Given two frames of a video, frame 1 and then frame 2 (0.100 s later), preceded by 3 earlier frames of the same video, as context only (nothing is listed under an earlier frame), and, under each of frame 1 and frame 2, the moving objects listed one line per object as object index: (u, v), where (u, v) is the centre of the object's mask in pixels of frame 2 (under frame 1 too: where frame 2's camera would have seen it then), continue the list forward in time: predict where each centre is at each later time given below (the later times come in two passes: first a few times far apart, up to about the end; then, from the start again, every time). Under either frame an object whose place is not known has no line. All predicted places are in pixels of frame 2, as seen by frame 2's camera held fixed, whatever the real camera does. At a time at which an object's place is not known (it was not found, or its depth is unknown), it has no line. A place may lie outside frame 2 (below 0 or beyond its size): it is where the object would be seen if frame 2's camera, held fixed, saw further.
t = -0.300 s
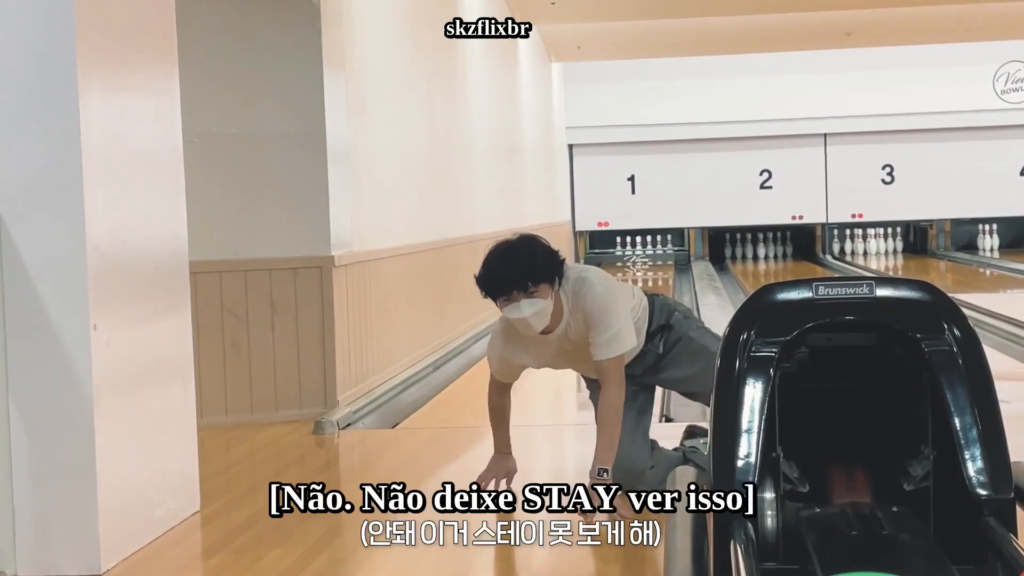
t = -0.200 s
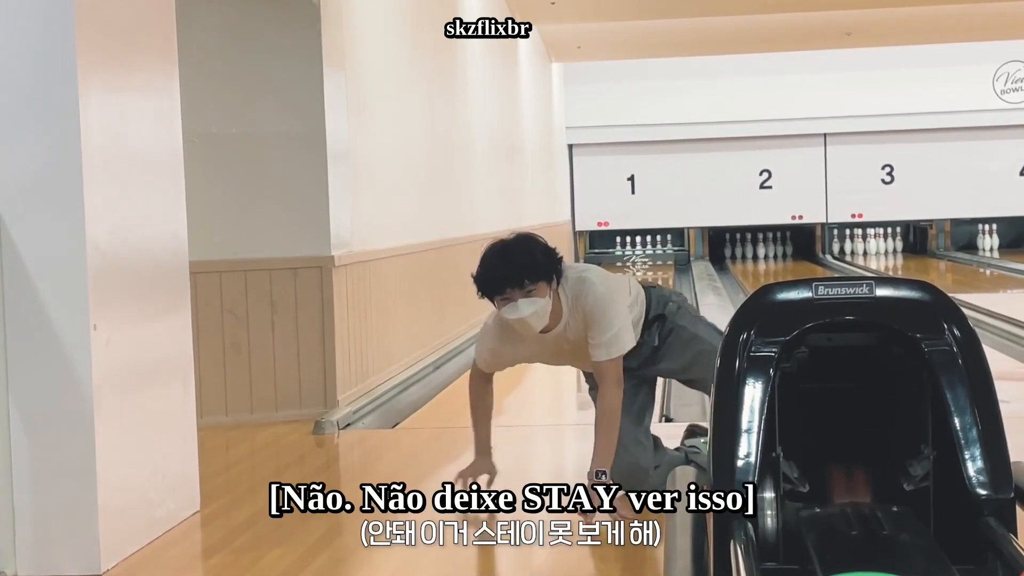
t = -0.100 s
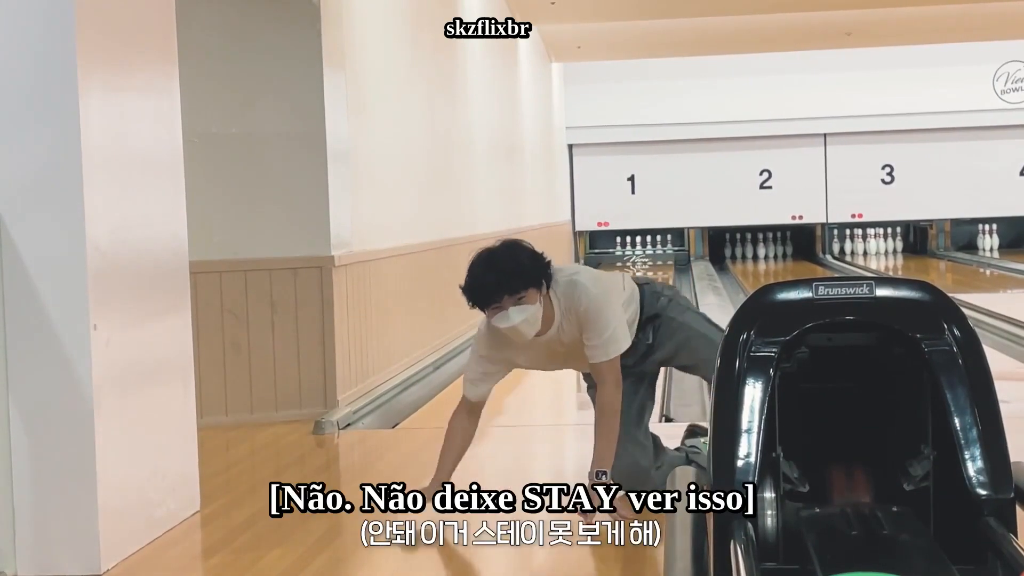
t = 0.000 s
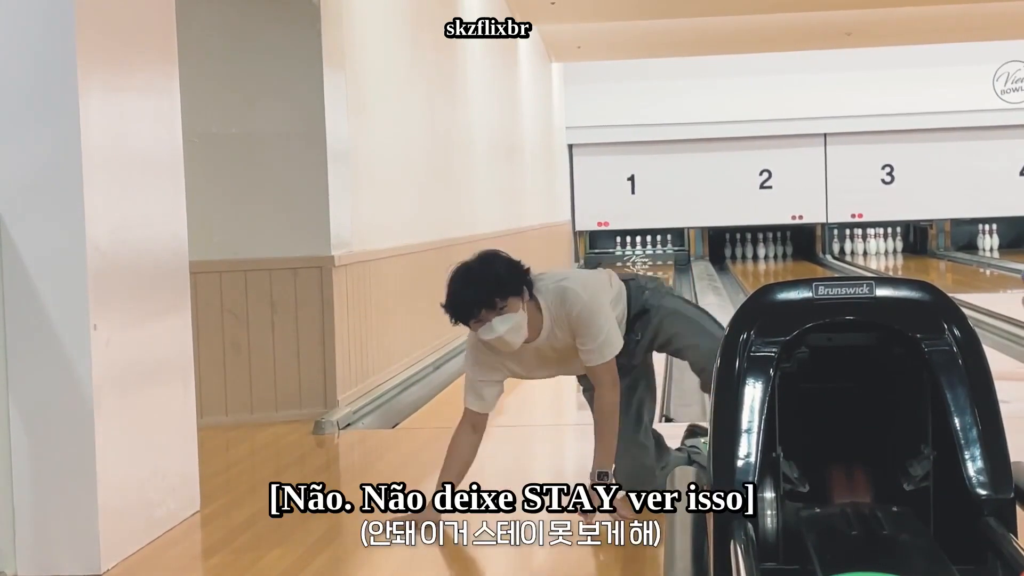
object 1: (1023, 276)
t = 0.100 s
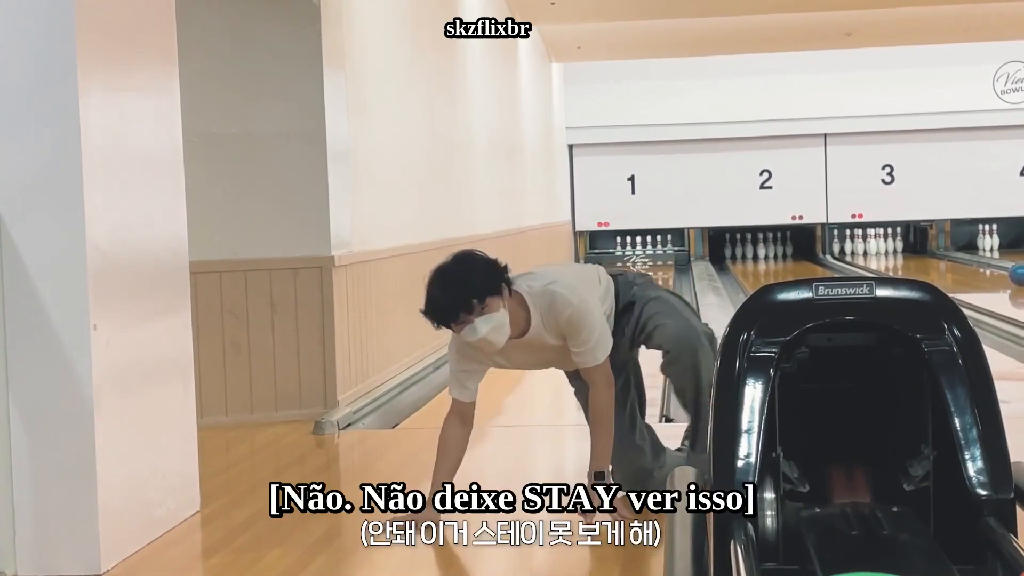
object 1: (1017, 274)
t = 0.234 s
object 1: (1004, 270)
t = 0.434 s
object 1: (981, 263)
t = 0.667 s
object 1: (957, 257)
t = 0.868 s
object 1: (938, 253)
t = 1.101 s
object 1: (917, 251)
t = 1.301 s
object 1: (900, 249)
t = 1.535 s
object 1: (880, 249)
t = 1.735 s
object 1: (864, 249)
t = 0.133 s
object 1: (1015, 272)
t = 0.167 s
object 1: (1012, 272)
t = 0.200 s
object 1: (1008, 269)
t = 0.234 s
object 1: (1004, 270)
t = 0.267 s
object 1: (1000, 269)
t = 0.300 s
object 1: (996, 266)
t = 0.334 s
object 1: (992, 266)
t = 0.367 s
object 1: (988, 264)
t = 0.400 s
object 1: (985, 264)
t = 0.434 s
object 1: (981, 263)
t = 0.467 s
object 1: (978, 262)
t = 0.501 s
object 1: (974, 263)
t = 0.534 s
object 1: (971, 260)
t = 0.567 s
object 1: (968, 259)
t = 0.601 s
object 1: (964, 259)
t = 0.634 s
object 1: (960, 258)
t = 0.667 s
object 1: (957, 257)
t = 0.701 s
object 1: (954, 258)
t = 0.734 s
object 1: (950, 256)
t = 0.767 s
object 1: (947, 255)
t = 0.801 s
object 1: (944, 254)
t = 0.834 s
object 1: (941, 254)
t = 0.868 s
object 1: (938, 253)
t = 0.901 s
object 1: (935, 253)
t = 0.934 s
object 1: (933, 253)
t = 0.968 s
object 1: (929, 252)
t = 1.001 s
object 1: (927, 252)
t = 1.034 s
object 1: (923, 252)
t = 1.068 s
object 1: (920, 251)
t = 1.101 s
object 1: (917, 251)
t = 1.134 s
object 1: (914, 250)
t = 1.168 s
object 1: (912, 250)
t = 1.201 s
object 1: (910, 250)
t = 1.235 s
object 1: (906, 250)
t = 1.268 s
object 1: (903, 249)
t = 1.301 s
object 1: (900, 249)
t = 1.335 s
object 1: (897, 249)
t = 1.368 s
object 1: (894, 250)
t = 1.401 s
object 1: (892, 250)
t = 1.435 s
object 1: (889, 250)
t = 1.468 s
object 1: (887, 250)
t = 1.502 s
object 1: (883, 249)
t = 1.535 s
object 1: (880, 249)
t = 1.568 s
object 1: (878, 248)
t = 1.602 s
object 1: (875, 248)
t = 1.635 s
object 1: (872, 248)
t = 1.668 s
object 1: (869, 248)
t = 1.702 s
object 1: (866, 247)
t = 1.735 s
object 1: (864, 249)
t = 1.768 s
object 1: (864, 251)
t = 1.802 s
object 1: (862, 252)
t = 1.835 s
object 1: (861, 254)
